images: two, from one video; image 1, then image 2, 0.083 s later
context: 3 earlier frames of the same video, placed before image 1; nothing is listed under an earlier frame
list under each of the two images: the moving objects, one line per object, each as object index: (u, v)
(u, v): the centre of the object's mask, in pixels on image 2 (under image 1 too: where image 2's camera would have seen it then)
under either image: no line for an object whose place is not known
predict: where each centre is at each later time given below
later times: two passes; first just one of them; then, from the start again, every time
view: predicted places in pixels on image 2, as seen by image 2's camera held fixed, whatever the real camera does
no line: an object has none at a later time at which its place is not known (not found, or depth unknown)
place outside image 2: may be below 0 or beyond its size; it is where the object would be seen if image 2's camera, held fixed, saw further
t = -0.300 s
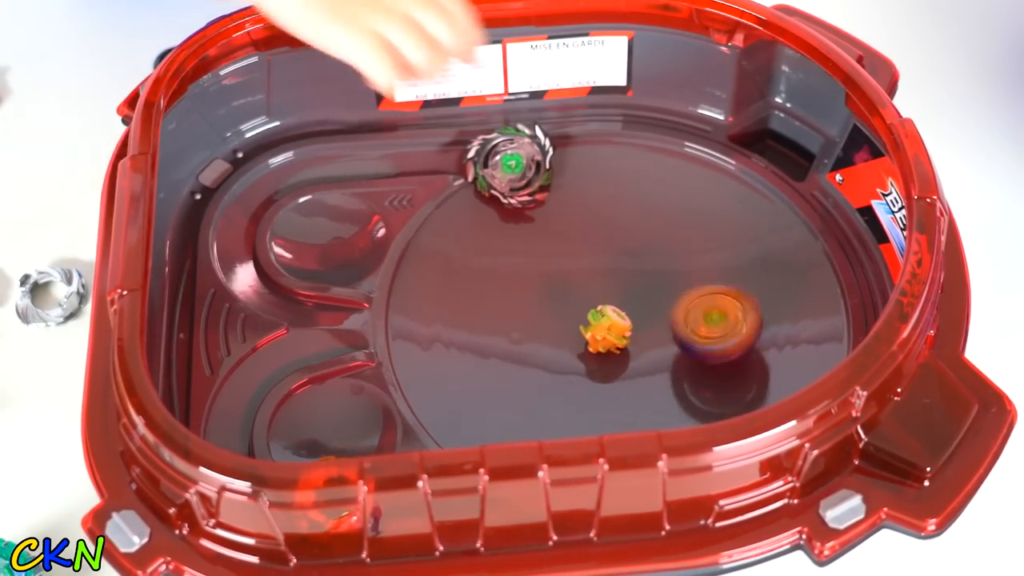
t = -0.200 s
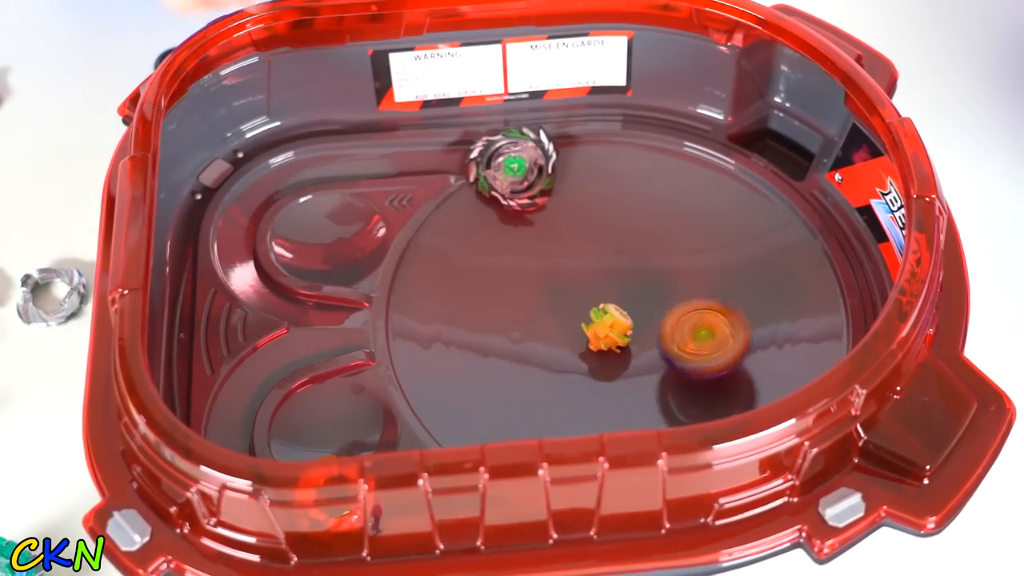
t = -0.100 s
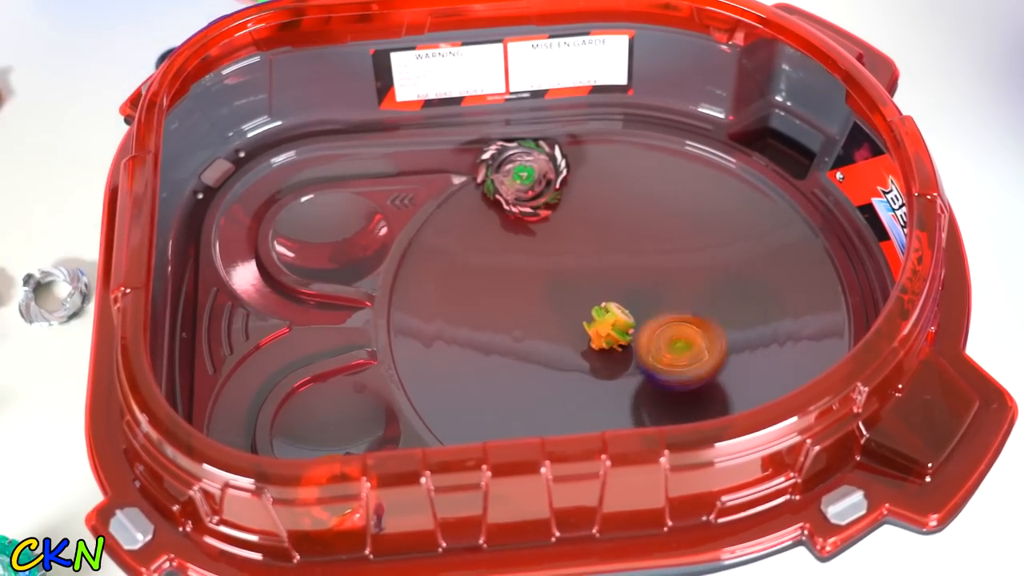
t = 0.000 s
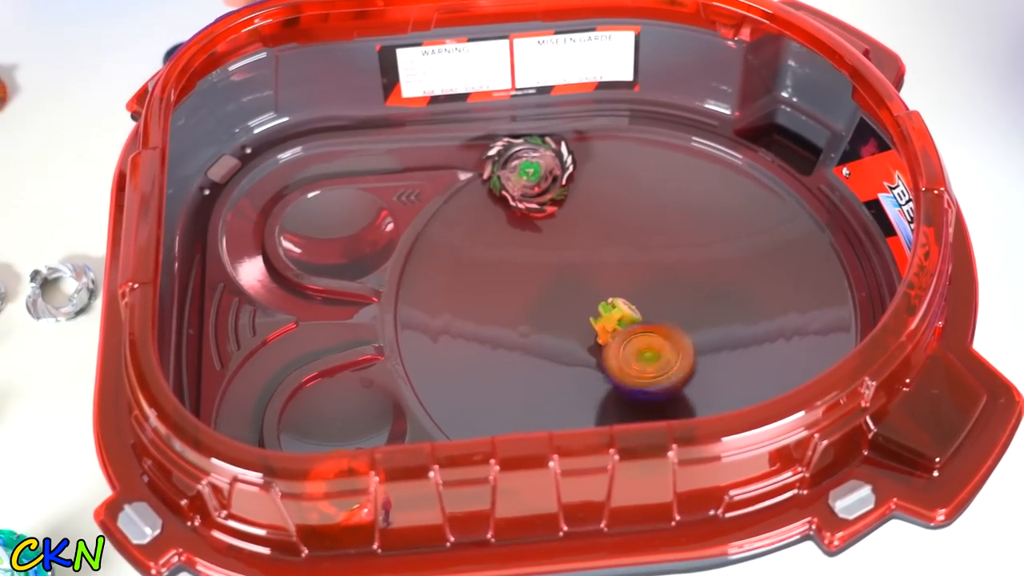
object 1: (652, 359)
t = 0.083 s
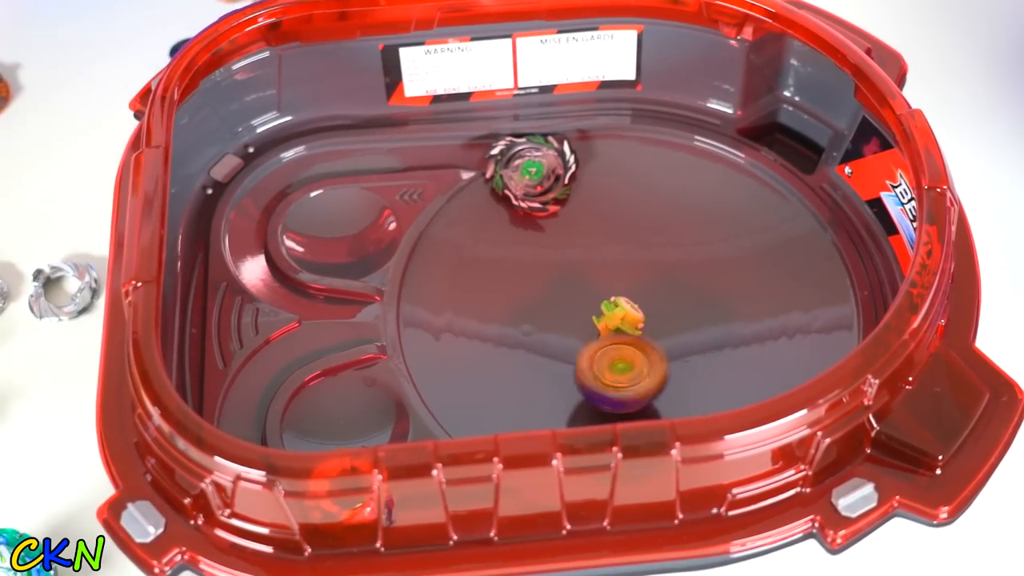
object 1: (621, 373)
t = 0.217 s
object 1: (598, 379)
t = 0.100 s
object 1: (618, 375)
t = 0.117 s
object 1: (612, 376)
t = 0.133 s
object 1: (612, 377)
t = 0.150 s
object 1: (608, 378)
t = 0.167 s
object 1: (604, 379)
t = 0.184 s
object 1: (599, 379)
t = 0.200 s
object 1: (599, 379)
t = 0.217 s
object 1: (598, 379)
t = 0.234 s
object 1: (596, 378)
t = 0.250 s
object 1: (593, 377)
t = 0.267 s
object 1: (590, 377)
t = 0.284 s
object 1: (586, 375)
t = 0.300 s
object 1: (583, 373)
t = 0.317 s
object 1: (584, 372)
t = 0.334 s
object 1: (579, 370)
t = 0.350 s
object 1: (578, 368)
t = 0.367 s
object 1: (577, 367)
